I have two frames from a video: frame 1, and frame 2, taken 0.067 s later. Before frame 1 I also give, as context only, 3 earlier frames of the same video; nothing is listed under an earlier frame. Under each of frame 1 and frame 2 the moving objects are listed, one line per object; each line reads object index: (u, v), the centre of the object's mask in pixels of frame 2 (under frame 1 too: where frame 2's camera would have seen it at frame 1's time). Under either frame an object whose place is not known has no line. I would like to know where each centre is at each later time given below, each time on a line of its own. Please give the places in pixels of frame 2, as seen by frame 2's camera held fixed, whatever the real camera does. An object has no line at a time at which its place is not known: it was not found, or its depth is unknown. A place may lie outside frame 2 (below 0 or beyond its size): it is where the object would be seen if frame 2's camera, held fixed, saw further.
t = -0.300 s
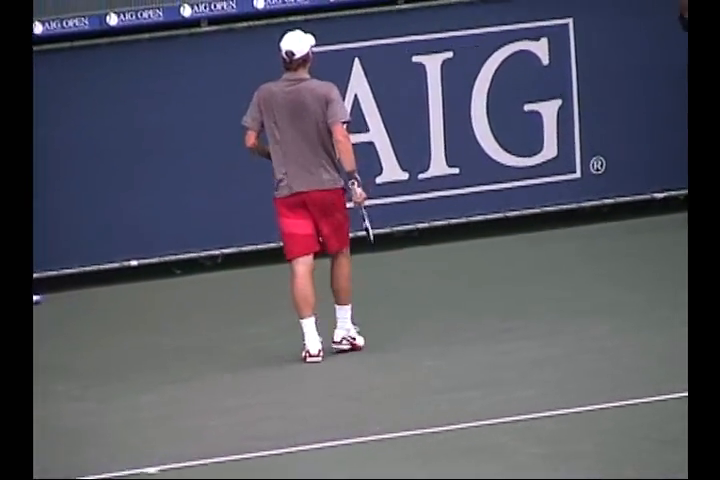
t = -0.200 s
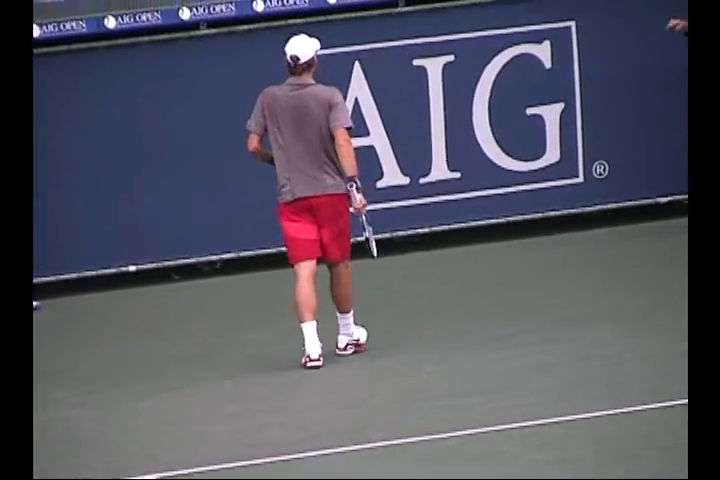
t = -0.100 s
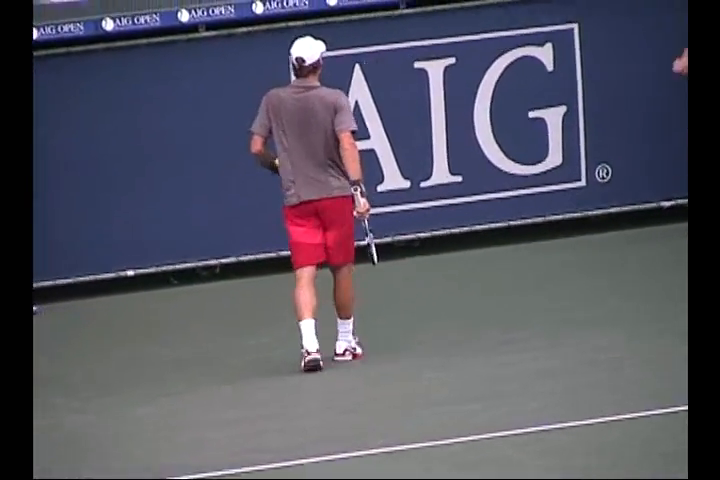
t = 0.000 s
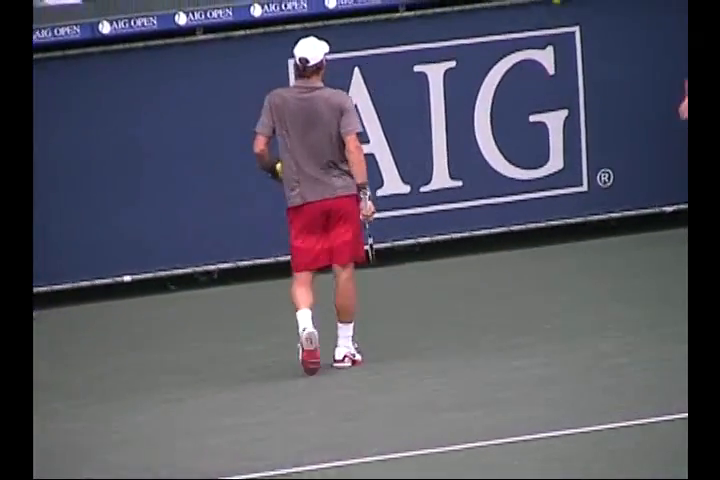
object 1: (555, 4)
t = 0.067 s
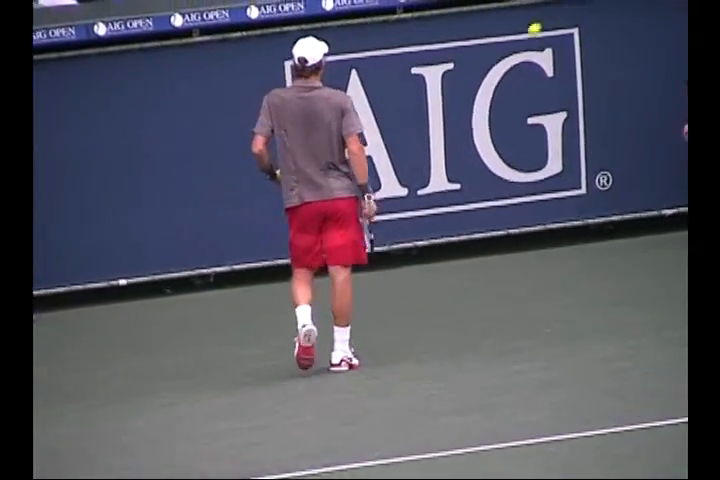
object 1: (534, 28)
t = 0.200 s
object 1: (490, 110)
